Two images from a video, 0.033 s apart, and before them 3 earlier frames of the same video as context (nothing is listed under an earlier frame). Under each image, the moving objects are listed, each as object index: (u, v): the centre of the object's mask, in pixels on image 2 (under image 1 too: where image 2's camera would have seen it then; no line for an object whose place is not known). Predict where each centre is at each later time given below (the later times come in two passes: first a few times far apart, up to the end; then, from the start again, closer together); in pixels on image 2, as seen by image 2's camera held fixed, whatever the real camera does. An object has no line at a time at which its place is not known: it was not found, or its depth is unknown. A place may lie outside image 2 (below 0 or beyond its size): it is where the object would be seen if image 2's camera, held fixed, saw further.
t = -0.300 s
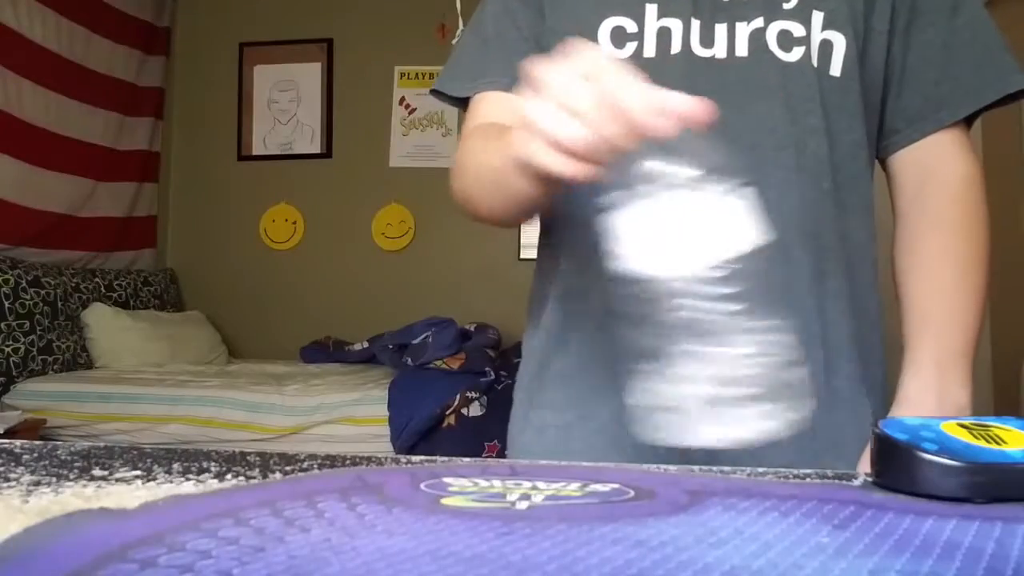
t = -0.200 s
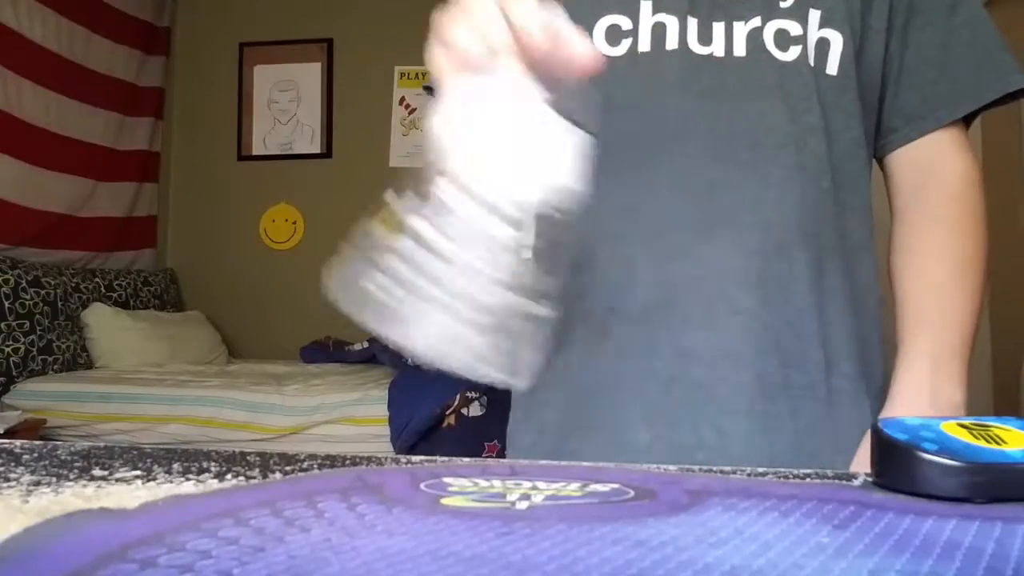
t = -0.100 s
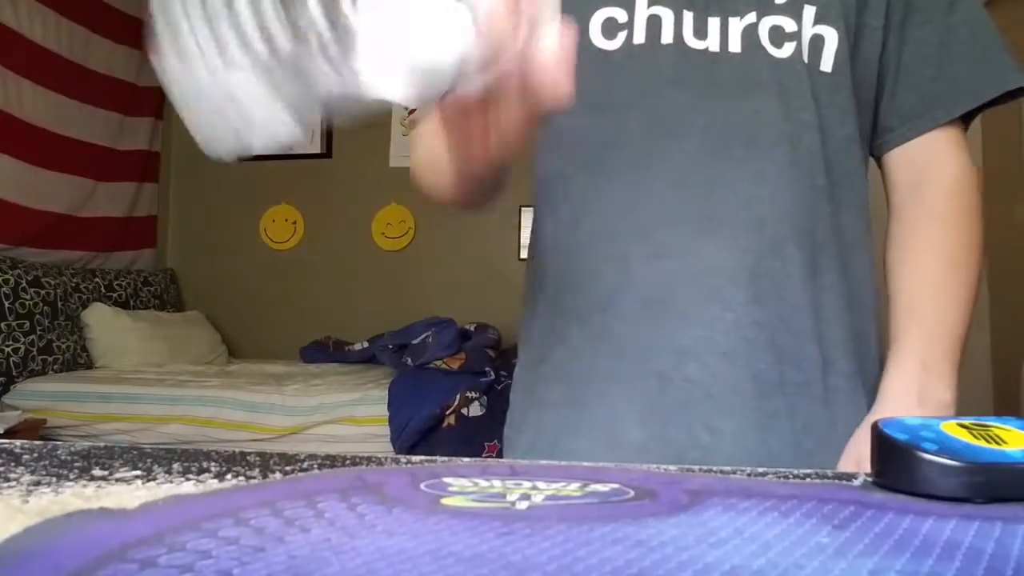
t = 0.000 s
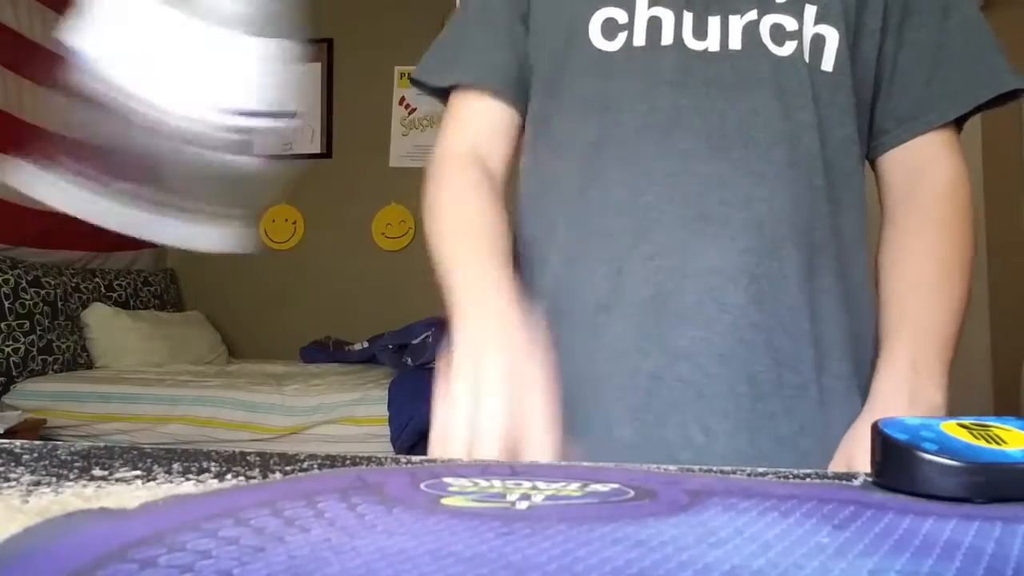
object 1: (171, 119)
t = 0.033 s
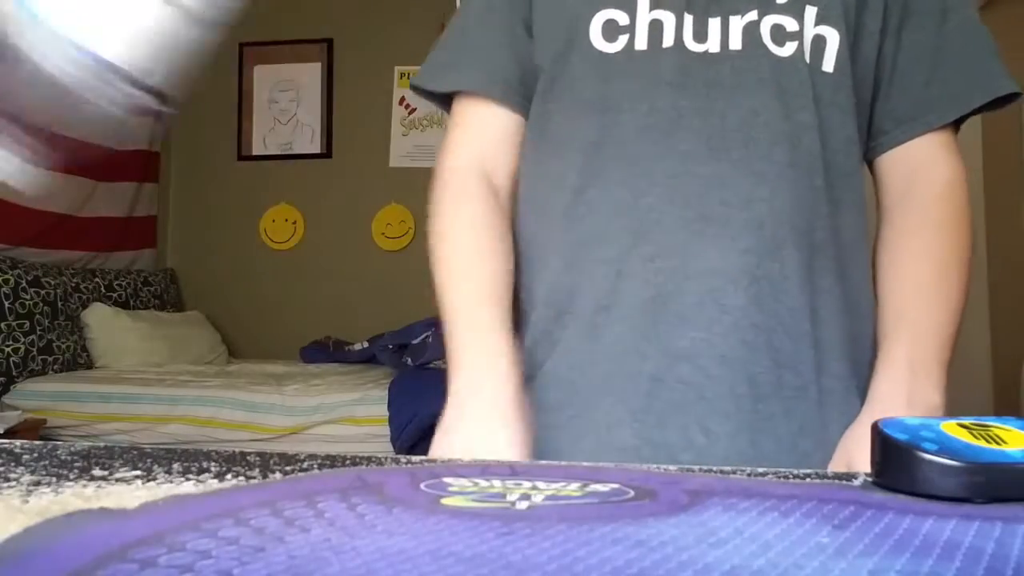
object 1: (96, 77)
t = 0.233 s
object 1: (159, 226)
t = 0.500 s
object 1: (254, 248)
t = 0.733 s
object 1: (132, 235)
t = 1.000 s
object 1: (152, 246)
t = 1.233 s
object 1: (150, 247)
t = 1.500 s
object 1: (151, 247)
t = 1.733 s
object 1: (151, 247)
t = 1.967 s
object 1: (151, 247)
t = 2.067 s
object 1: (151, 247)
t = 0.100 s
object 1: (231, 43)
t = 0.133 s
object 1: (213, 92)
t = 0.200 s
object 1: (151, 227)
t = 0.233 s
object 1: (159, 226)
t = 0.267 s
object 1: (186, 232)
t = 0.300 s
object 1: (211, 236)
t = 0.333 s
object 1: (228, 240)
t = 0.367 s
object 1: (241, 242)
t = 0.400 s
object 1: (248, 245)
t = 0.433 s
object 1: (251, 248)
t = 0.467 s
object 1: (253, 248)
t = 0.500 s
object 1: (254, 248)
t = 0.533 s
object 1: (253, 247)
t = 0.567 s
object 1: (248, 245)
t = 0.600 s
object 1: (233, 242)
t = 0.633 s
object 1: (204, 243)
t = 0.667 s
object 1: (165, 240)
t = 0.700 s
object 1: (142, 237)
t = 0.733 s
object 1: (132, 235)
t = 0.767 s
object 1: (131, 235)
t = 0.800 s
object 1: (132, 237)
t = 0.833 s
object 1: (136, 240)
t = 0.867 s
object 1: (143, 246)
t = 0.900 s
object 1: (143, 248)
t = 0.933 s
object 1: (146, 247)
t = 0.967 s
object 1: (155, 245)
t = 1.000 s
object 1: (152, 246)
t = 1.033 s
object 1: (142, 244)
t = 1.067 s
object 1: (146, 244)
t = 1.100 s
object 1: (154, 247)
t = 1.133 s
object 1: (150, 246)
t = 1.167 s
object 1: (151, 246)
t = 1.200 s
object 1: (152, 246)
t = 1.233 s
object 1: (150, 247)
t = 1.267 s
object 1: (151, 247)
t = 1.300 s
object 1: (150, 247)
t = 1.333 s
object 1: (151, 247)
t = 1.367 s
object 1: (150, 247)
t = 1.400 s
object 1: (151, 247)
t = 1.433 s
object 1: (151, 247)
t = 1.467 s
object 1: (151, 247)
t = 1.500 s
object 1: (151, 247)
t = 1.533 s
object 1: (151, 247)
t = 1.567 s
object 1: (151, 247)
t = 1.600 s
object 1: (151, 247)
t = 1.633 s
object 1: (151, 247)
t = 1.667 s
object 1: (151, 247)
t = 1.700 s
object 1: (151, 247)
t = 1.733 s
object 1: (151, 247)
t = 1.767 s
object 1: (151, 247)
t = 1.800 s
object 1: (151, 247)
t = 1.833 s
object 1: (151, 247)
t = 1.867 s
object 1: (151, 247)
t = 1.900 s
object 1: (151, 247)
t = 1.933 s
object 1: (151, 247)
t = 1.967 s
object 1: (151, 247)
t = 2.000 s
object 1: (151, 247)
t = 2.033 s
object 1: (151, 247)
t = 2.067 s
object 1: (151, 247)
